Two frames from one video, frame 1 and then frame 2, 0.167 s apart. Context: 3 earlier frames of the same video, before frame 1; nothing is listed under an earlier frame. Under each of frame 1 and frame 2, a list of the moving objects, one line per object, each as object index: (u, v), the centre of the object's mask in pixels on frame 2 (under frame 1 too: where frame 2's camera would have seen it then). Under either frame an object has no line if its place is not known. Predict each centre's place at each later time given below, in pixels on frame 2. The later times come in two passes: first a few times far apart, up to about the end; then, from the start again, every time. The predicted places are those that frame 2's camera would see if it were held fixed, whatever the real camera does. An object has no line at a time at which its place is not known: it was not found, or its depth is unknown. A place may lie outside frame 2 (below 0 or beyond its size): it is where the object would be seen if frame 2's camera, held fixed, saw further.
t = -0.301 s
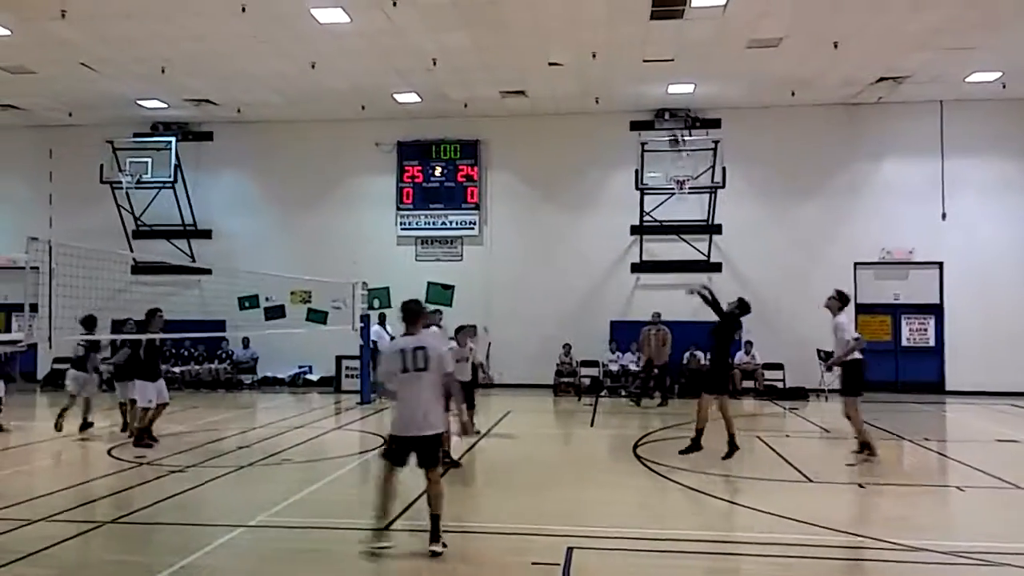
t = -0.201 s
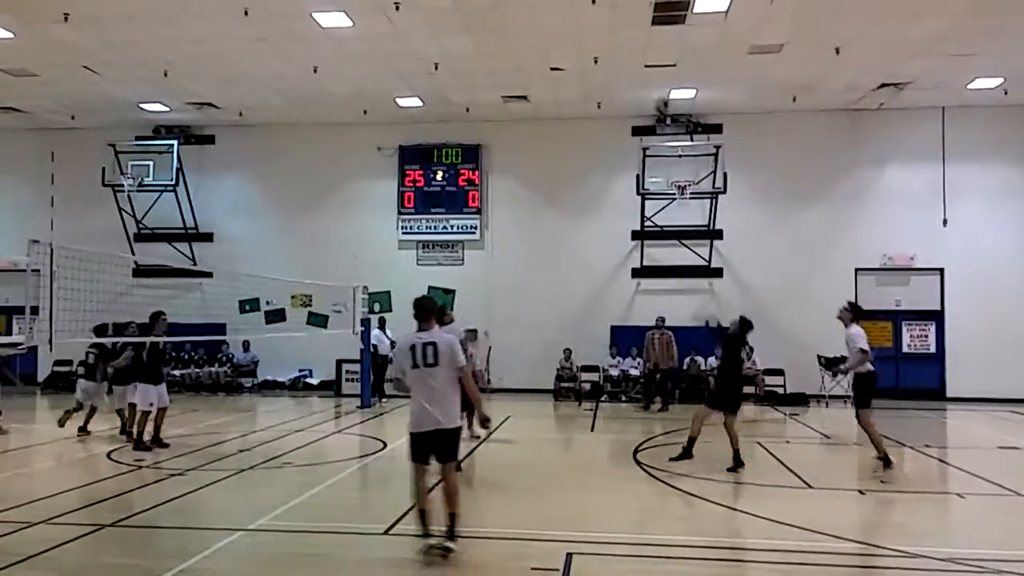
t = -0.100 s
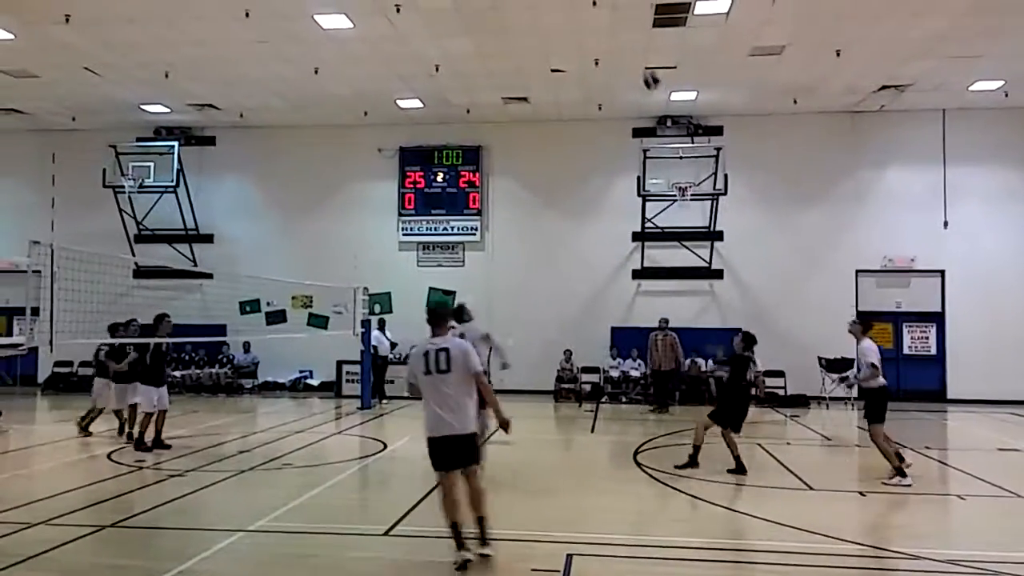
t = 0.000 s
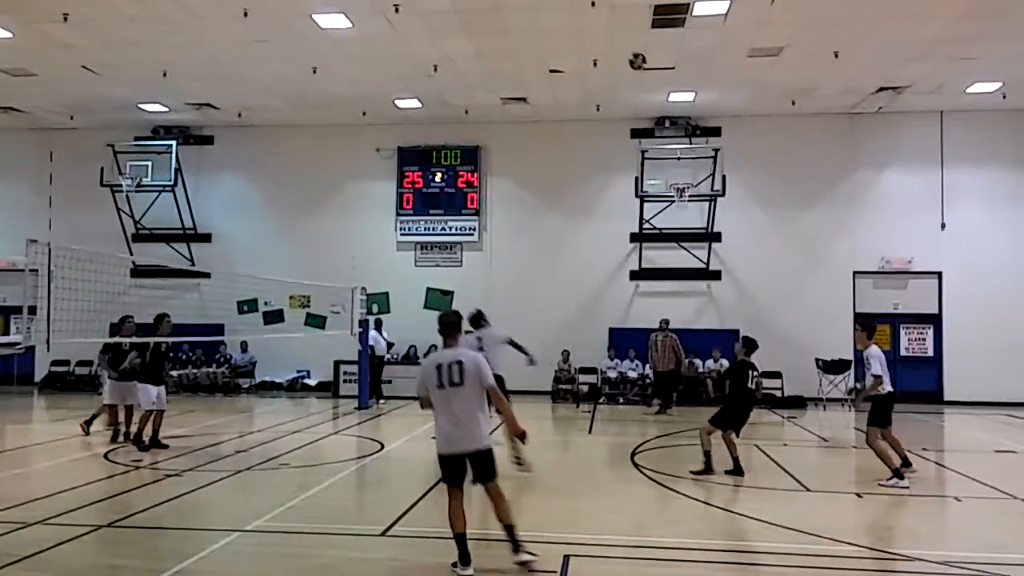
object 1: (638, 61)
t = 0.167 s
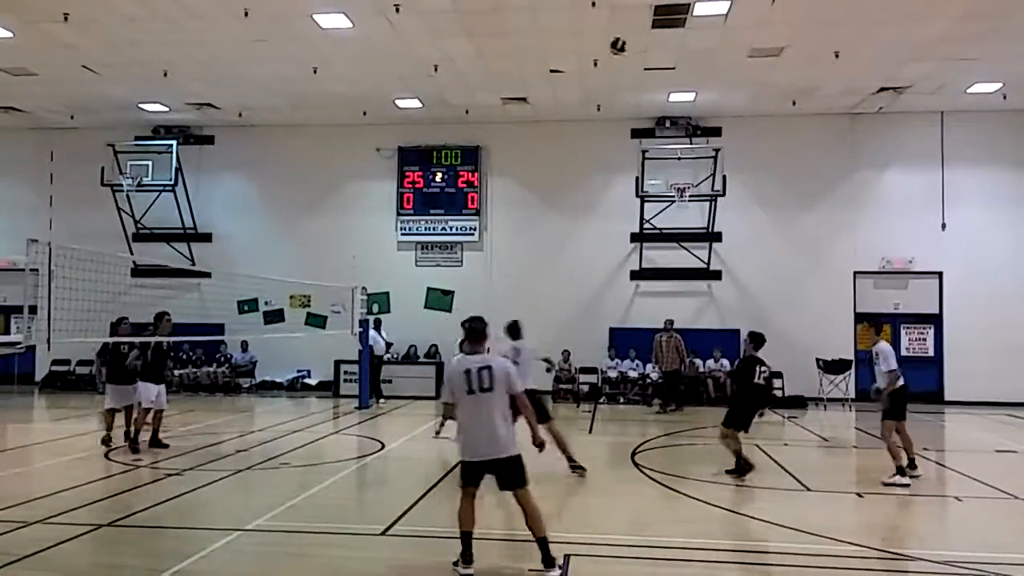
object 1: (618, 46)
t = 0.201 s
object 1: (614, 45)
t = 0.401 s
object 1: (591, 61)
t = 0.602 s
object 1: (568, 106)
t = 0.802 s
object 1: (546, 180)
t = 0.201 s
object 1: (614, 45)
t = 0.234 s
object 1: (610, 46)
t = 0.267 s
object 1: (606, 48)
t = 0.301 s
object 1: (602, 50)
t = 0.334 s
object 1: (598, 53)
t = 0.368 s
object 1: (595, 57)
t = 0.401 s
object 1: (591, 61)
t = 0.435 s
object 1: (588, 66)
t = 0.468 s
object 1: (582, 73)
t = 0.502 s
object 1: (579, 80)
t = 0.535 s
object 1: (575, 88)
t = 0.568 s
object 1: (572, 96)
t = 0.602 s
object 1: (568, 106)
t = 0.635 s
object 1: (565, 117)
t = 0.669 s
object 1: (561, 128)
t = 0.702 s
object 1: (557, 139)
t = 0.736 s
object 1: (553, 151)
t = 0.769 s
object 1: (550, 165)
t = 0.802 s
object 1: (546, 180)
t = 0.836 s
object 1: (543, 194)
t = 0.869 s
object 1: (540, 209)
